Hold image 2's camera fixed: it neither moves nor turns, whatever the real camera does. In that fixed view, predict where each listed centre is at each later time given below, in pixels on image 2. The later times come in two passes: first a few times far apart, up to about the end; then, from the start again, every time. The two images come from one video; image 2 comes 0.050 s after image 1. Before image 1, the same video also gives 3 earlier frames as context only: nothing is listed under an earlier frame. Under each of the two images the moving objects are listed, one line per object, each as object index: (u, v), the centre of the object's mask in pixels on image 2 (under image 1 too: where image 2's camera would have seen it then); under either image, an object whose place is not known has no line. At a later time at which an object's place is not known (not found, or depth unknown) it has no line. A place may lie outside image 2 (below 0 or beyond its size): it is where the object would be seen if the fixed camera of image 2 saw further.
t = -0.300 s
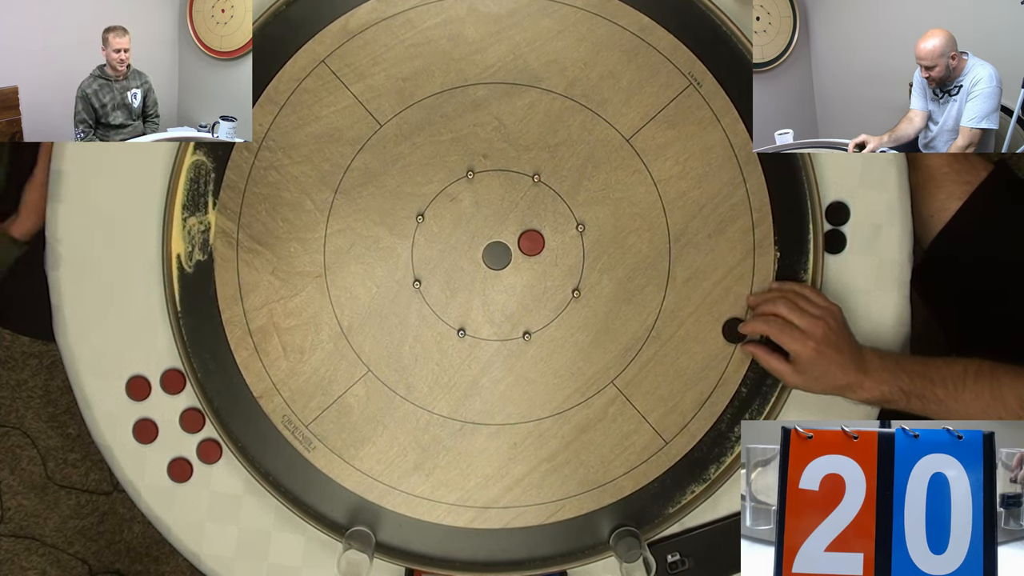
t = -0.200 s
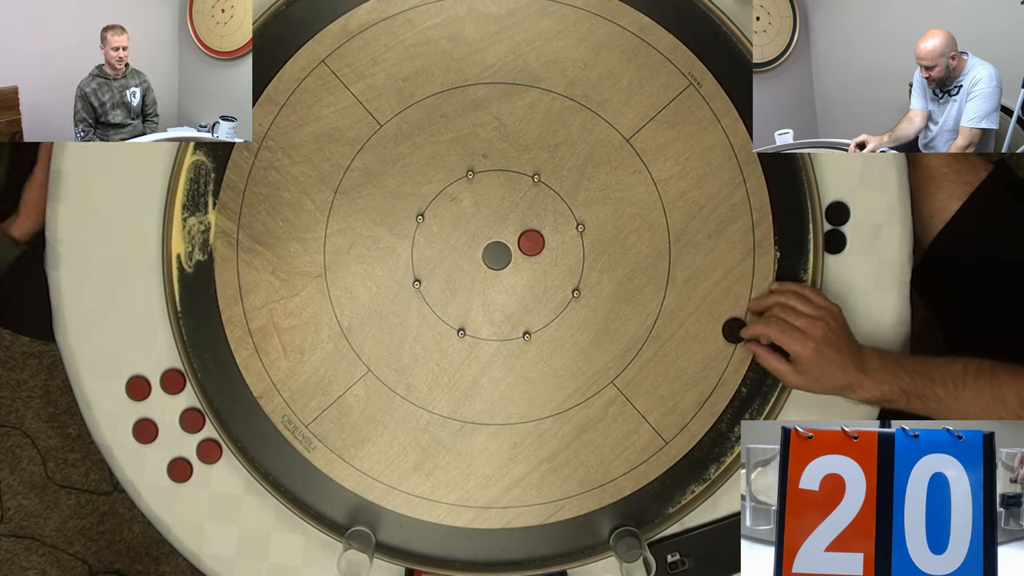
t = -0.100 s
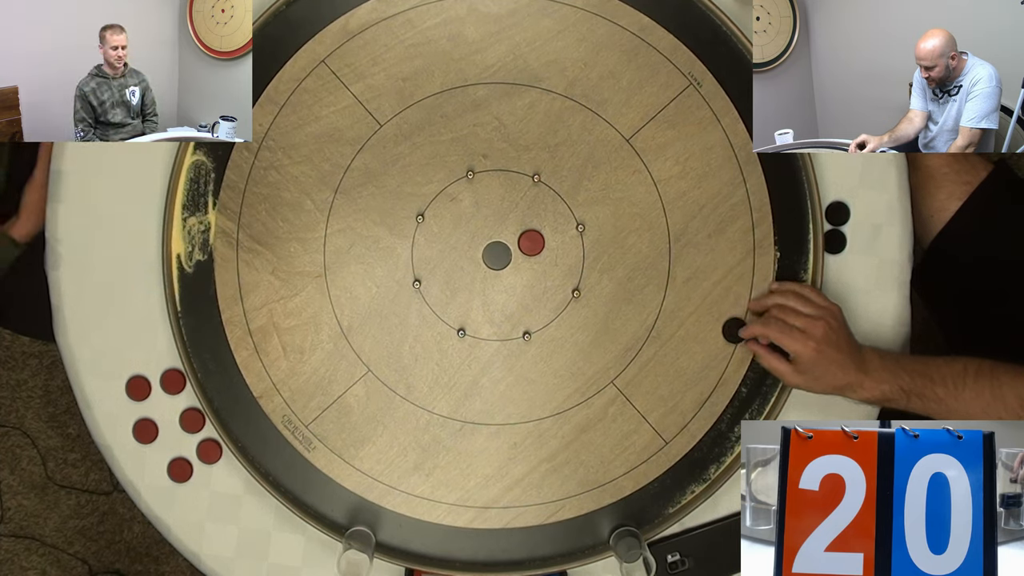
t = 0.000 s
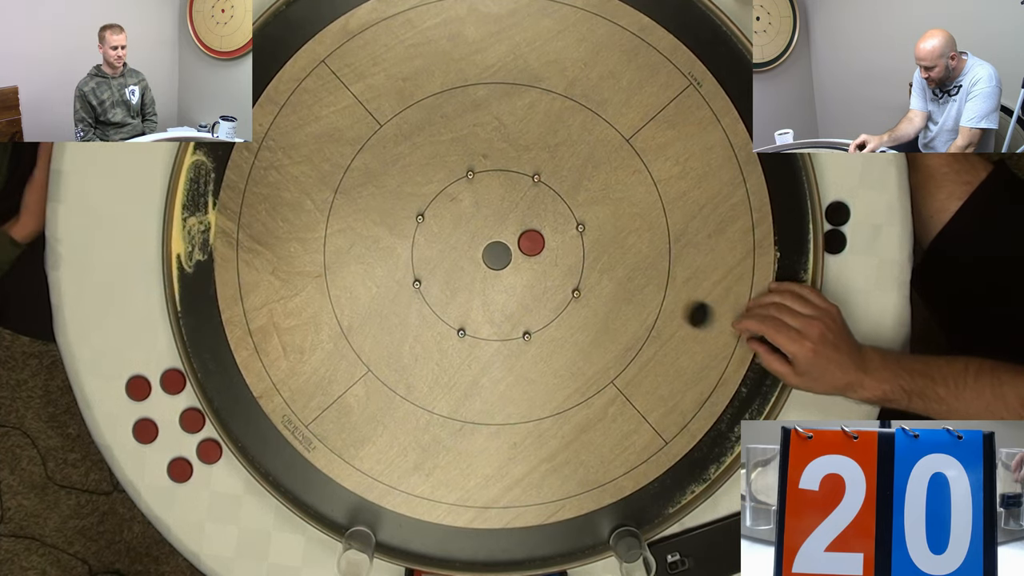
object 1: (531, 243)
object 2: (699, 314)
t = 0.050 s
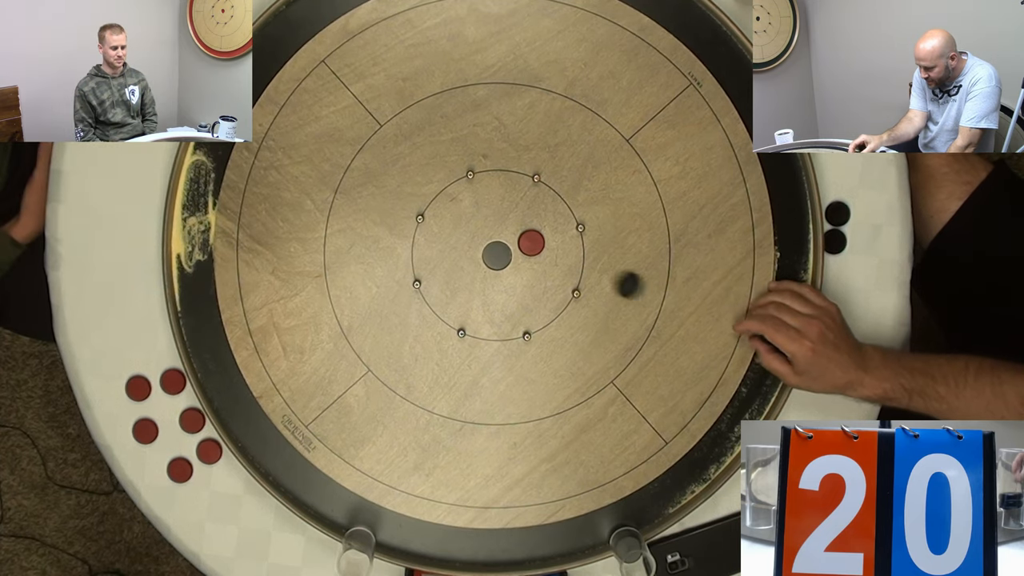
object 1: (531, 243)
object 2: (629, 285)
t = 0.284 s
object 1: (382, 125)
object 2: (539, 240)
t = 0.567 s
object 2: (538, 239)
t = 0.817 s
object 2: (538, 239)
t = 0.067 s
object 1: (531, 243)
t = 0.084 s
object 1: (531, 242)
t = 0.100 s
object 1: (531, 243)
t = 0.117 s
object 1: (515, 236)
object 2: (553, 252)
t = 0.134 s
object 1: (495, 229)
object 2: (551, 250)
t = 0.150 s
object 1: (475, 221)
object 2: (549, 249)
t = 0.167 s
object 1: (455, 214)
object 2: (547, 247)
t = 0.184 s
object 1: (434, 206)
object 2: (546, 245)
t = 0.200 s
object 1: (423, 193)
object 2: (544, 244)
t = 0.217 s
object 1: (415, 179)
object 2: (543, 243)
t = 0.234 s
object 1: (407, 166)
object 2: (542, 242)
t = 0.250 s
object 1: (398, 151)
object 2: (541, 241)
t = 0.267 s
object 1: (391, 139)
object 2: (540, 240)
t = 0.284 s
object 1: (382, 125)
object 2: (539, 240)
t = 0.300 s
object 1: (374, 111)
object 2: (539, 239)
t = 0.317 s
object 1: (367, 98)
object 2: (538, 239)
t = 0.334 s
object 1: (359, 85)
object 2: (538, 239)
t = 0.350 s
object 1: (351, 72)
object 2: (538, 239)
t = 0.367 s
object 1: (343, 59)
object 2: (538, 239)
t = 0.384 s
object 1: (336, 47)
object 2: (538, 239)
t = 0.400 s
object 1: (329, 35)
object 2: (538, 239)
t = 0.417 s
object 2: (538, 239)
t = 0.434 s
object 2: (538, 239)
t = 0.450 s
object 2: (538, 239)
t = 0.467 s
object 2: (538, 239)
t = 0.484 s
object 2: (538, 239)
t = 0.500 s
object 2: (538, 239)
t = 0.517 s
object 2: (538, 239)
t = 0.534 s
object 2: (538, 239)
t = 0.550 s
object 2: (538, 239)
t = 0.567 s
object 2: (538, 239)
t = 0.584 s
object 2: (538, 239)
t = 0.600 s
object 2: (538, 239)
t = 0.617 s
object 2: (538, 239)
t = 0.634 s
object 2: (538, 239)
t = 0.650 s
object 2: (538, 239)
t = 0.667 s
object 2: (538, 239)
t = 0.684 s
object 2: (538, 239)
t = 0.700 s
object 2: (538, 239)
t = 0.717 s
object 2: (538, 239)
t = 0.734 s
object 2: (538, 239)
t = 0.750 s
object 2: (538, 239)
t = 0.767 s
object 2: (538, 239)
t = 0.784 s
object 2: (538, 239)
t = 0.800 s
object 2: (538, 239)
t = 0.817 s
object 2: (538, 239)
